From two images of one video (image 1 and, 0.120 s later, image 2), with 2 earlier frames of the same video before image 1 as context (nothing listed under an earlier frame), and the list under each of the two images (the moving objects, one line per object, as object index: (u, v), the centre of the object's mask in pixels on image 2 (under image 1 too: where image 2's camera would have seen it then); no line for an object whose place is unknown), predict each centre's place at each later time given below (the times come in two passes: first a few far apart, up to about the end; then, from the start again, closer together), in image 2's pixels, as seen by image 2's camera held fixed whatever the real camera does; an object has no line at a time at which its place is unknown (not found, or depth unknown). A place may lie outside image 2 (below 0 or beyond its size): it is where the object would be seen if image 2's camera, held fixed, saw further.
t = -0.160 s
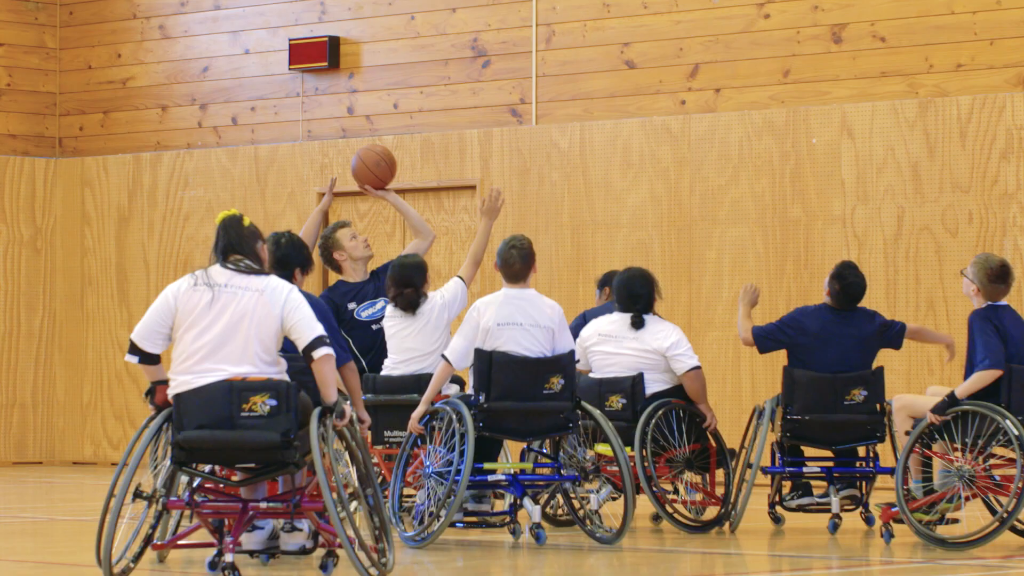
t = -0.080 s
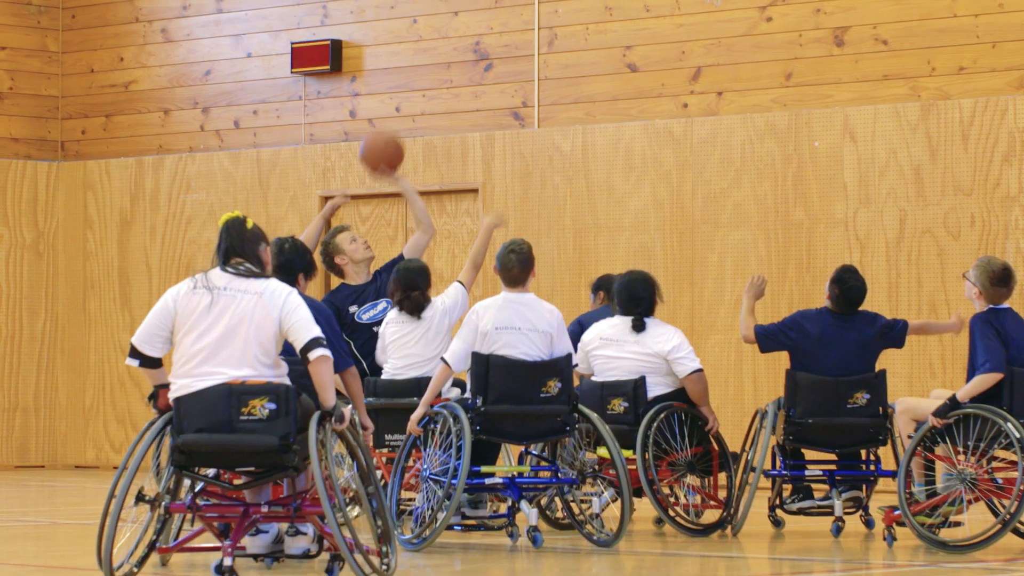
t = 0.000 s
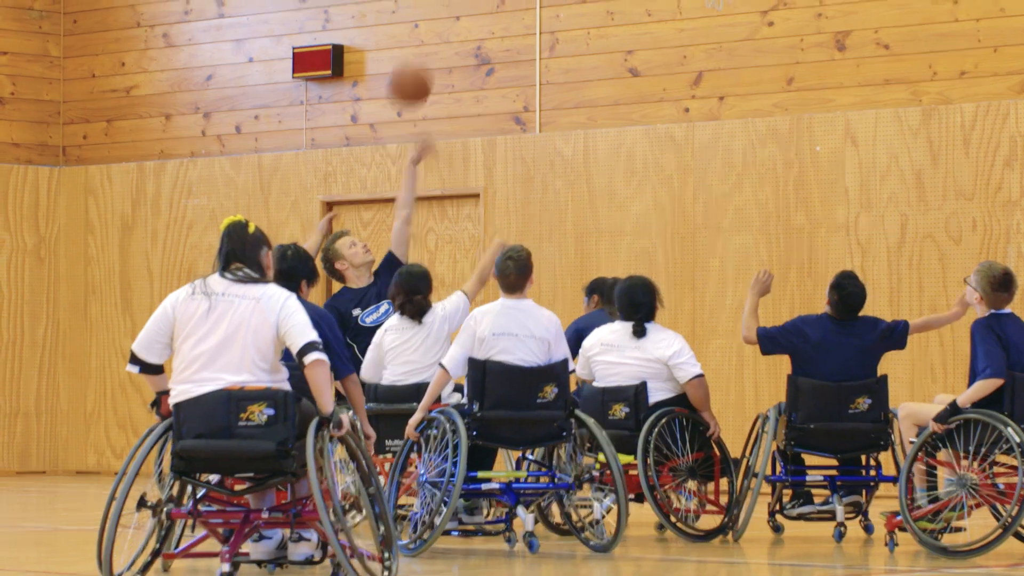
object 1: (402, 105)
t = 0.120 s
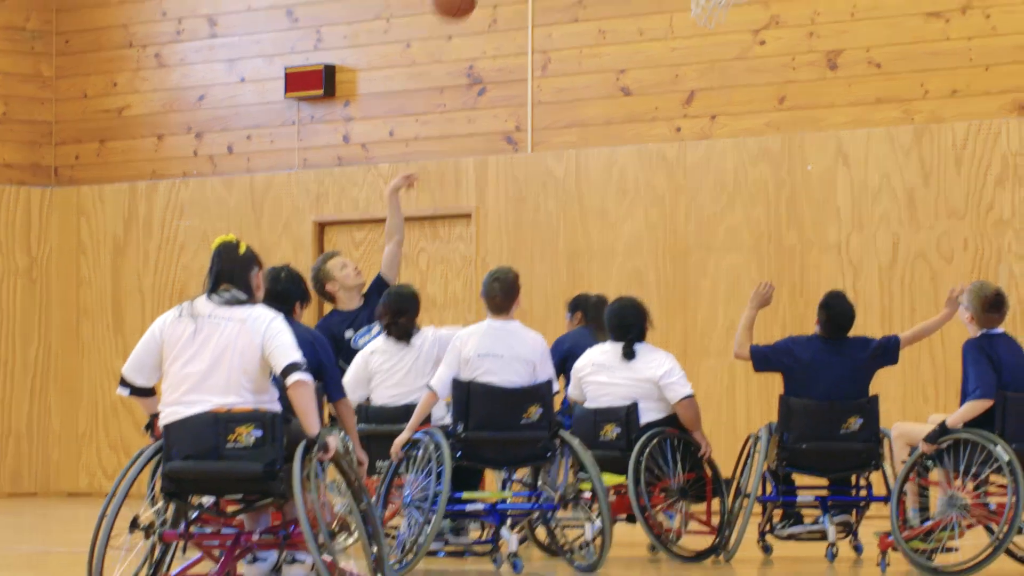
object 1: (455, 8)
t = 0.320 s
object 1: (544, -113)
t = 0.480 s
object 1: (617, -175)
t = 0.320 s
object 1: (544, -113)
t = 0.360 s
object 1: (562, -138)
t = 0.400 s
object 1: (580, -158)
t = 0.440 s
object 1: (599, -170)
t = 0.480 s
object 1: (617, -175)
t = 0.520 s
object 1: (635, -179)
